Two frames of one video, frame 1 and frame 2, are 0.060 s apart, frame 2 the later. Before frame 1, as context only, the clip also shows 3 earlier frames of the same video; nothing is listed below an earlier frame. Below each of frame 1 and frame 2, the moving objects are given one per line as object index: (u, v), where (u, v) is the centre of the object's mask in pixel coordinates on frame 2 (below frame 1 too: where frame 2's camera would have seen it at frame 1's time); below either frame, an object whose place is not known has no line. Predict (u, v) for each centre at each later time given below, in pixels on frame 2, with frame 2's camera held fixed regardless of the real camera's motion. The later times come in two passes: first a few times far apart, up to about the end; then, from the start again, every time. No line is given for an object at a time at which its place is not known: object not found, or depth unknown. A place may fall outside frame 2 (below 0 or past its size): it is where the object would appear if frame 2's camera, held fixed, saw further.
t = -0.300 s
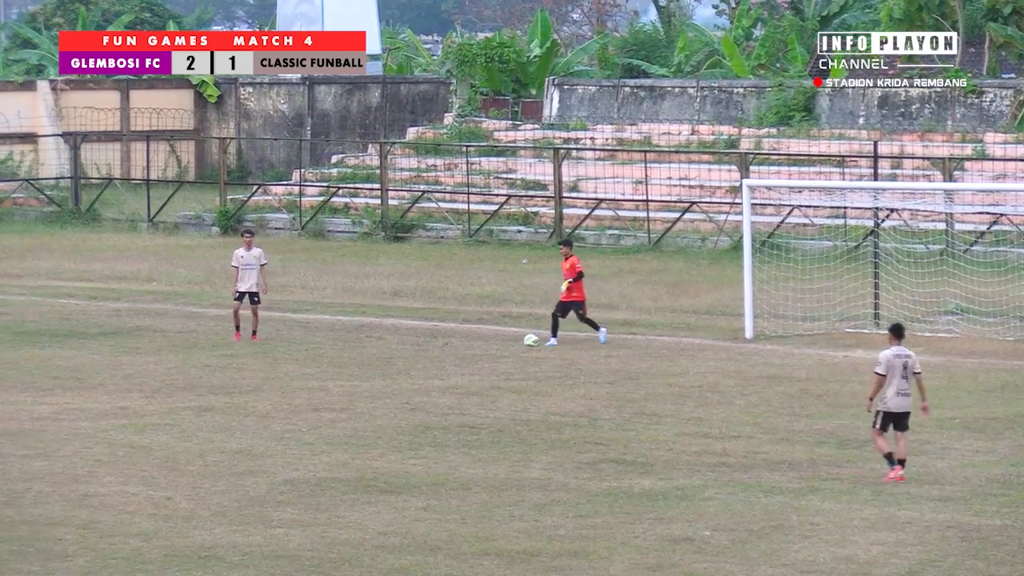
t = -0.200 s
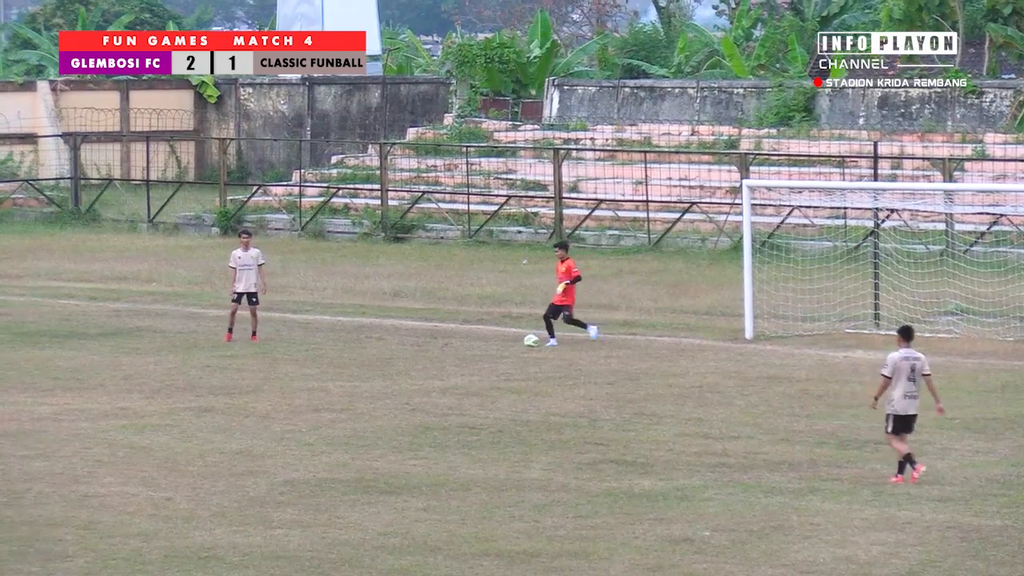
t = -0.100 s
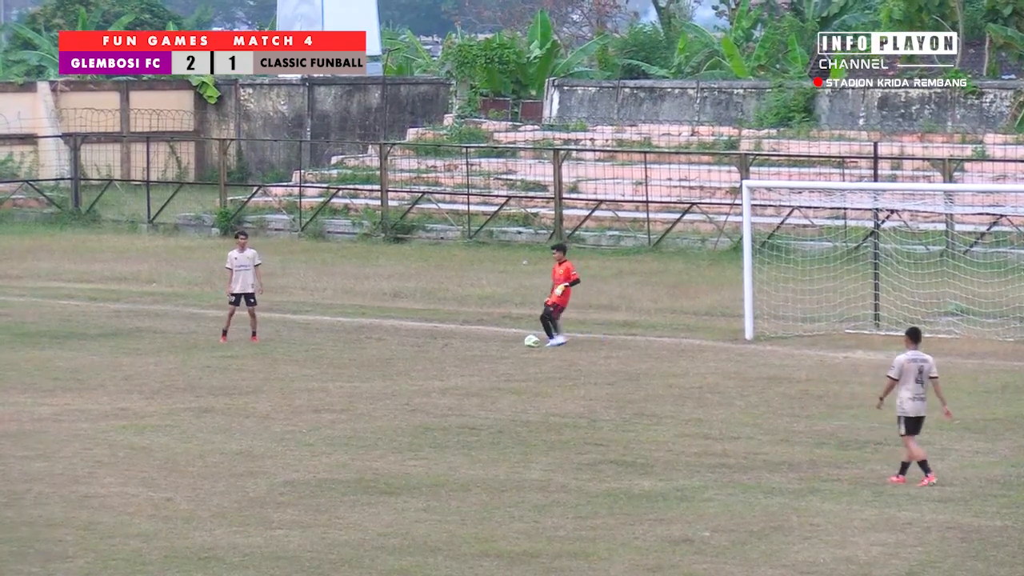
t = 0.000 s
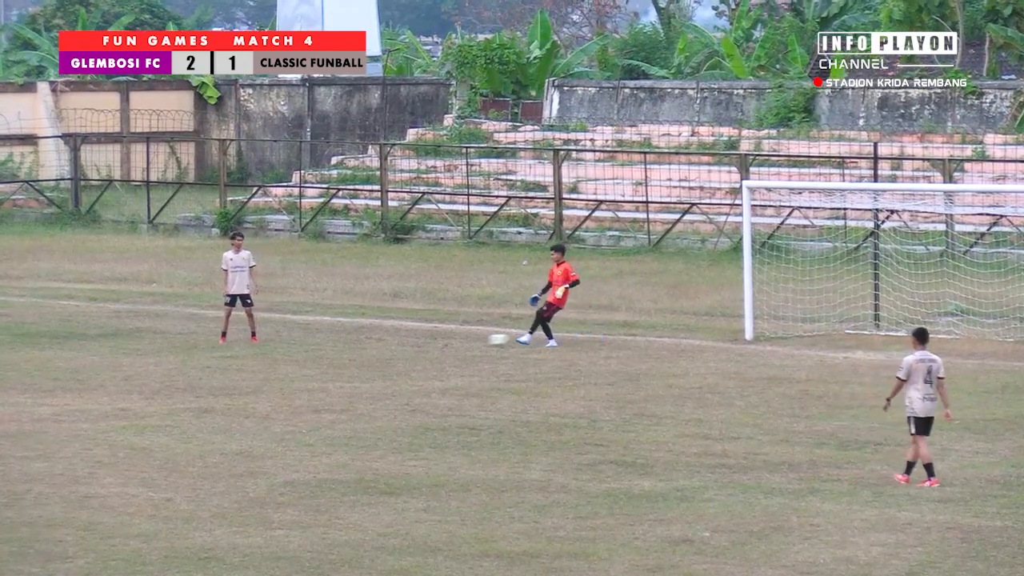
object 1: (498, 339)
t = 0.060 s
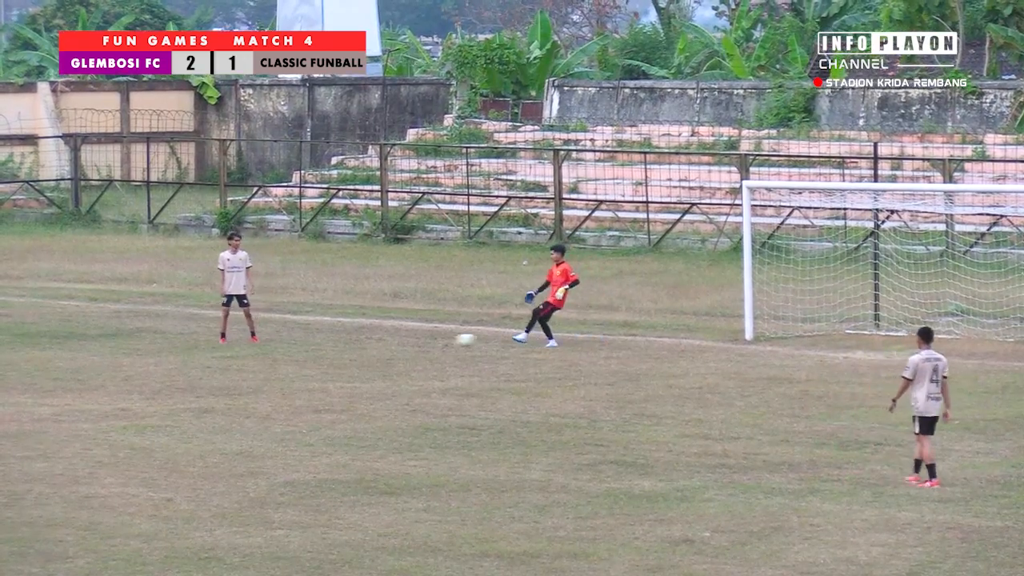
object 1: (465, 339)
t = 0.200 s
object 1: (395, 340)
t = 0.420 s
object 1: (306, 339)
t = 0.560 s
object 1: (261, 339)
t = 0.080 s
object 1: (454, 339)
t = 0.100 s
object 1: (444, 340)
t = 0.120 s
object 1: (433, 340)
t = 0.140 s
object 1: (422, 340)
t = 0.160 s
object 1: (412, 340)
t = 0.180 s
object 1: (404, 340)
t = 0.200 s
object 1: (395, 340)
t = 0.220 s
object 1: (386, 339)
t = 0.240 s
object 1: (377, 339)
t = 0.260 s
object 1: (368, 338)
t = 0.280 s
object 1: (359, 339)
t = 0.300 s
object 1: (352, 339)
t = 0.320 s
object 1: (343, 339)
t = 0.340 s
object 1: (335, 339)
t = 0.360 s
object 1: (327, 339)
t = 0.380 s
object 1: (319, 339)
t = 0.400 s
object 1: (312, 339)
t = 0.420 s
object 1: (306, 339)
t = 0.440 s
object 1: (299, 339)
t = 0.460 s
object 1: (292, 339)
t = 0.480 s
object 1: (285, 340)
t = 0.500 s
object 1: (279, 340)
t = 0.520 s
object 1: (272, 339)
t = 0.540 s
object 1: (266, 340)
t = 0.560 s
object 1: (261, 339)
